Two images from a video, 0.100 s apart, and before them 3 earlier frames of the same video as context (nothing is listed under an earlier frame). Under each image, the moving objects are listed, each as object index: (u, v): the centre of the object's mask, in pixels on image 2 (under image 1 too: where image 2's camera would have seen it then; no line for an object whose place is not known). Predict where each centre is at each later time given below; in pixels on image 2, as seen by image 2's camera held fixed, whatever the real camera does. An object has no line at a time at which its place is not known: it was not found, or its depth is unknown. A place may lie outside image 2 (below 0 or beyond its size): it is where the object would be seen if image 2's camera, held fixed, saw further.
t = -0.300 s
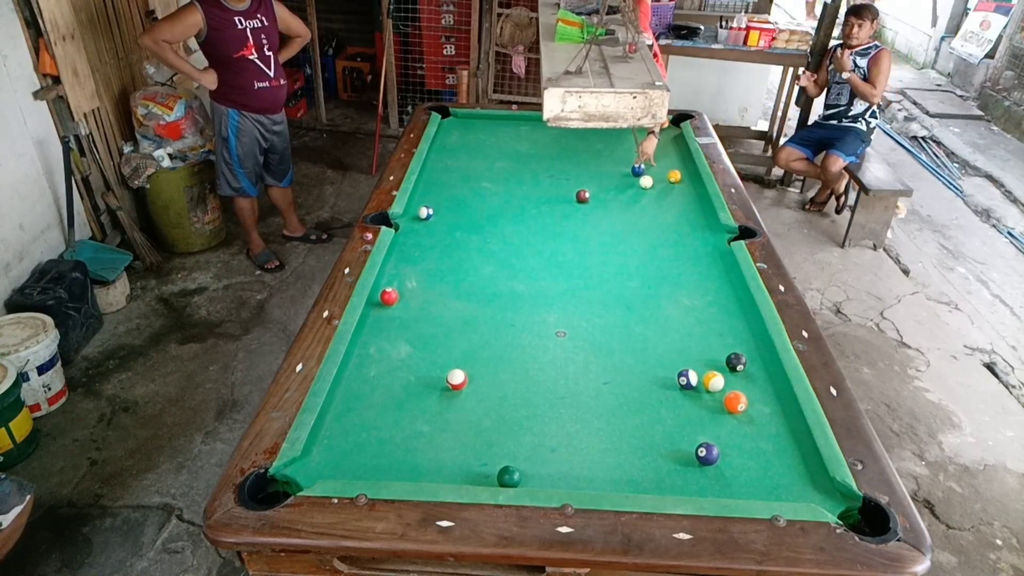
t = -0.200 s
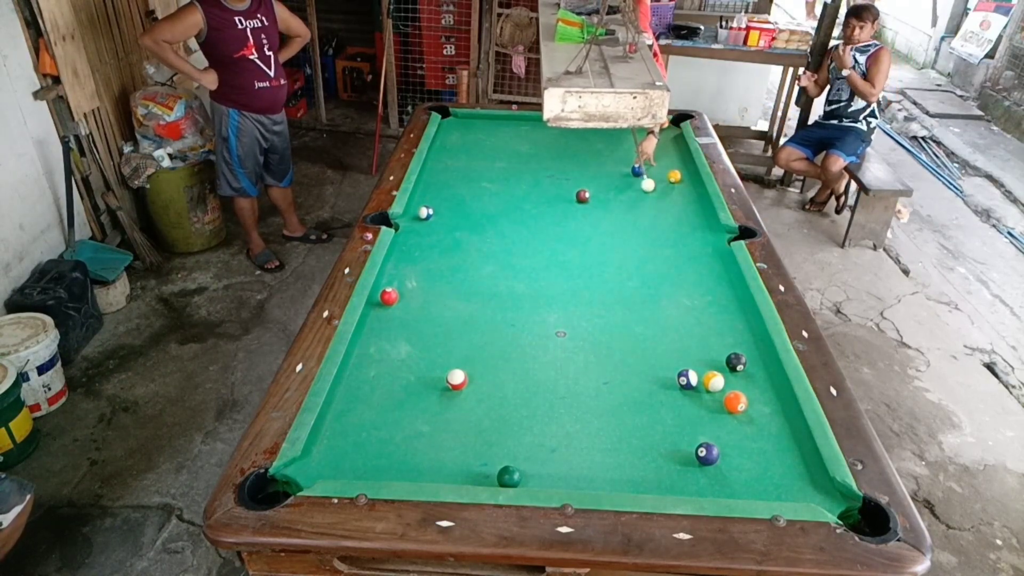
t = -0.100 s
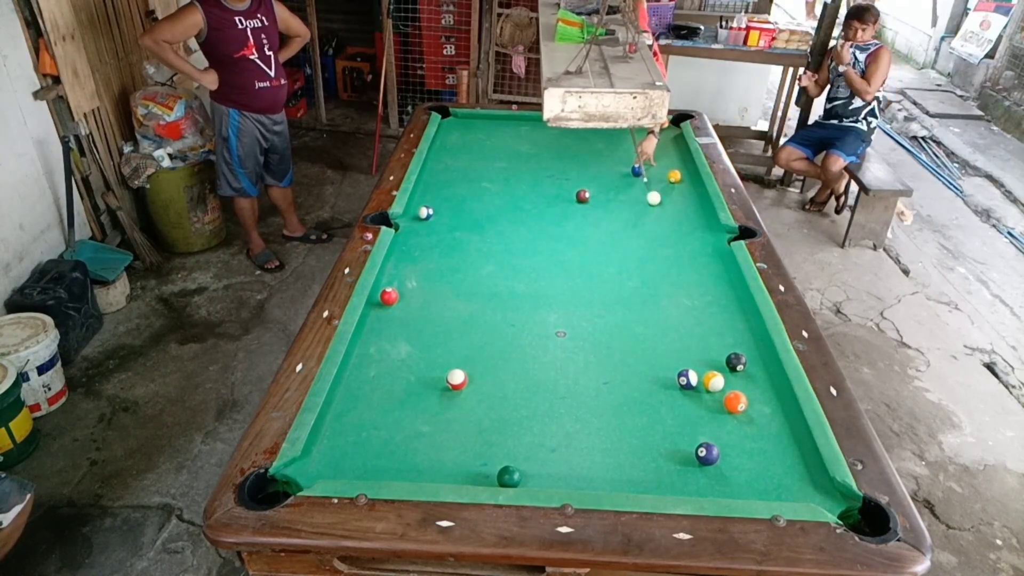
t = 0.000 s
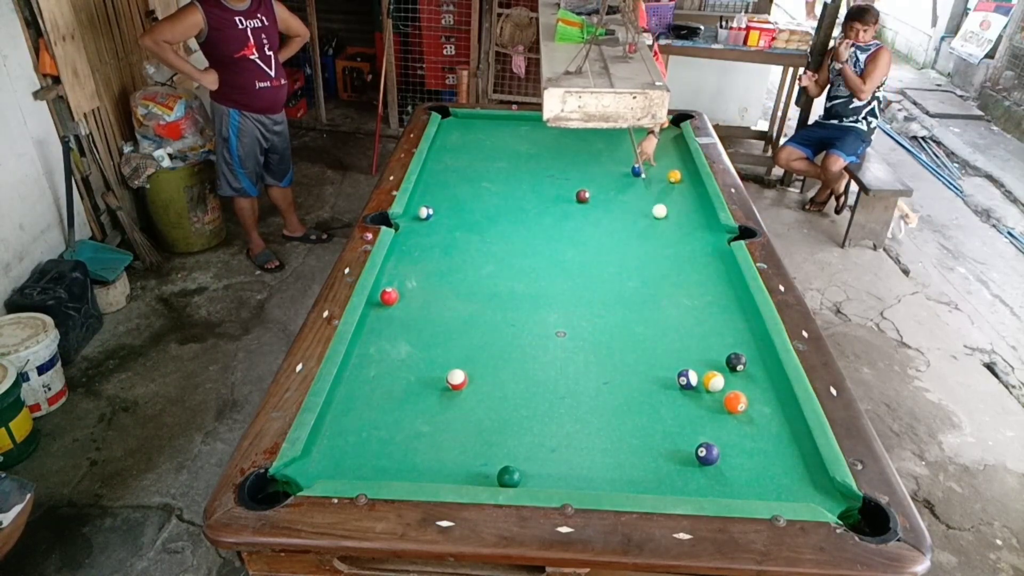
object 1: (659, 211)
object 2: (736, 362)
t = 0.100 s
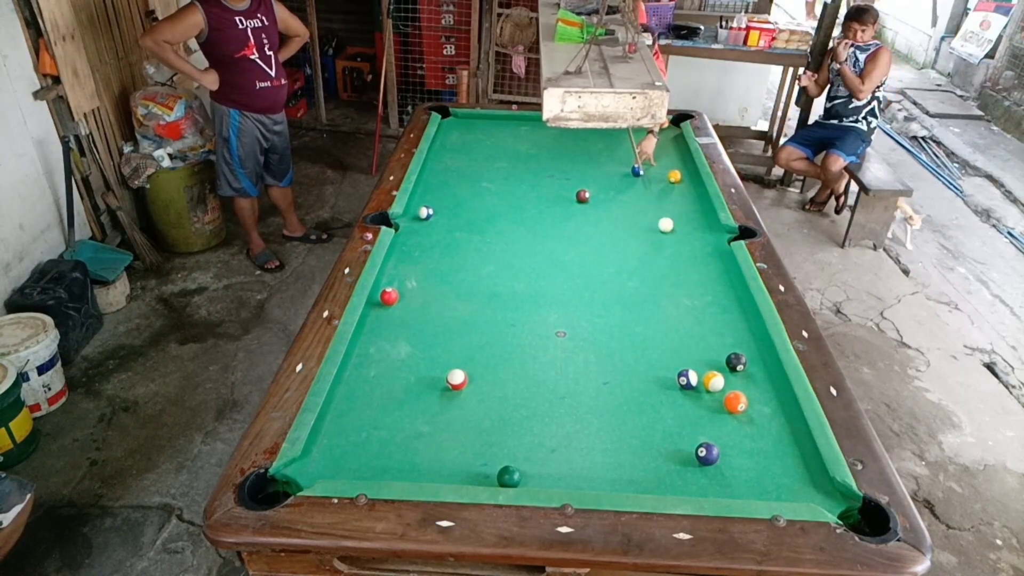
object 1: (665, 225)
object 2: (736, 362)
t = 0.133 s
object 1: (668, 230)
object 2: (736, 362)
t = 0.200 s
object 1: (672, 240)
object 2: (736, 362)
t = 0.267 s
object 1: (677, 250)
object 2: (736, 362)
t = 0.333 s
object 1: (681, 261)
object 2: (736, 362)
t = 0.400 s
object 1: (686, 272)
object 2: (736, 362)
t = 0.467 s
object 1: (692, 284)
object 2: (736, 362)
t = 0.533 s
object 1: (697, 296)
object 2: (736, 362)
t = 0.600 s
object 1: (703, 309)
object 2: (736, 362)
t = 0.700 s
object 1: (712, 330)
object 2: (736, 362)
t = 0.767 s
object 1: (719, 344)
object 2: (736, 362)
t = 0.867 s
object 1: (717, 353)
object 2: (744, 368)
